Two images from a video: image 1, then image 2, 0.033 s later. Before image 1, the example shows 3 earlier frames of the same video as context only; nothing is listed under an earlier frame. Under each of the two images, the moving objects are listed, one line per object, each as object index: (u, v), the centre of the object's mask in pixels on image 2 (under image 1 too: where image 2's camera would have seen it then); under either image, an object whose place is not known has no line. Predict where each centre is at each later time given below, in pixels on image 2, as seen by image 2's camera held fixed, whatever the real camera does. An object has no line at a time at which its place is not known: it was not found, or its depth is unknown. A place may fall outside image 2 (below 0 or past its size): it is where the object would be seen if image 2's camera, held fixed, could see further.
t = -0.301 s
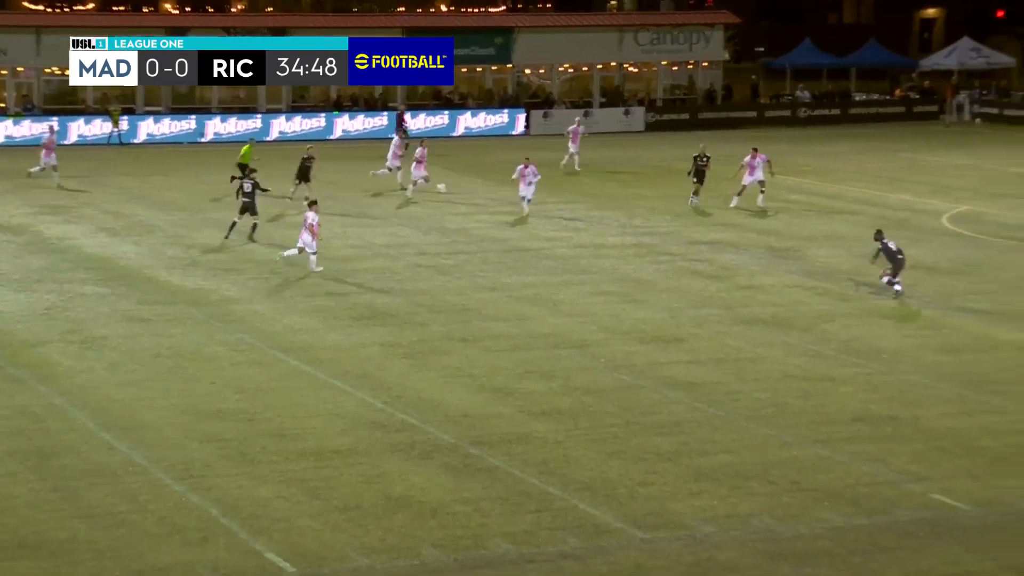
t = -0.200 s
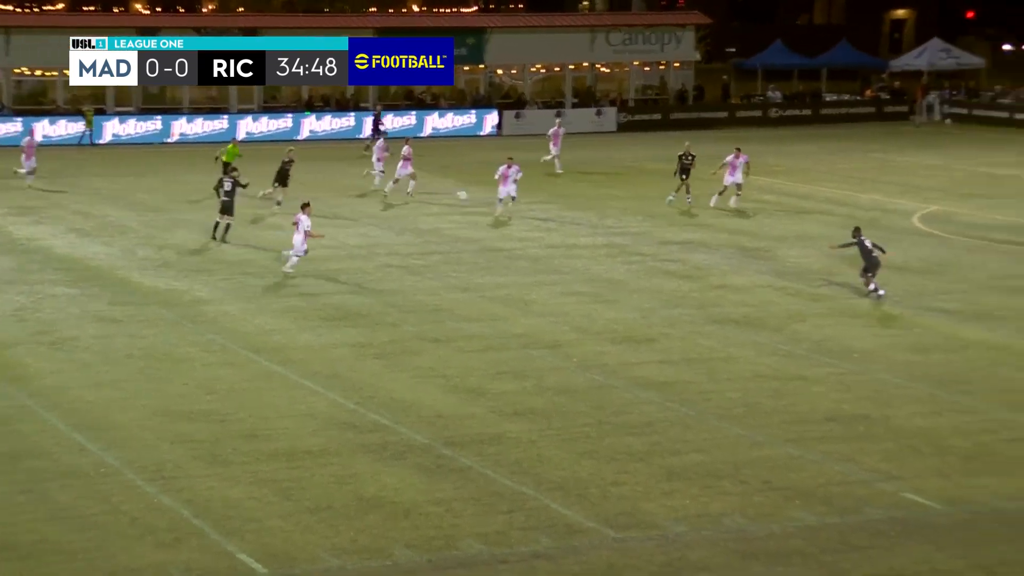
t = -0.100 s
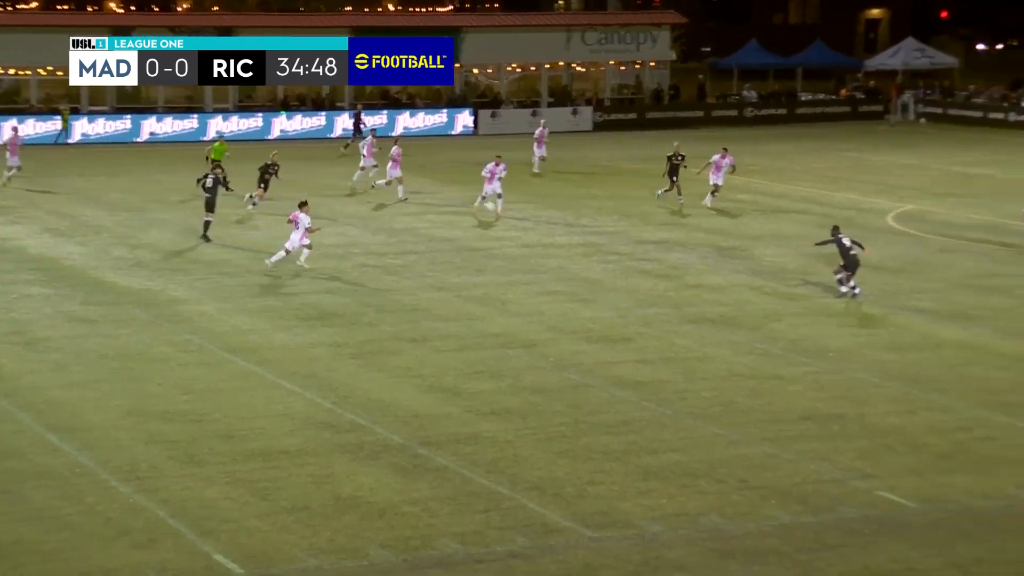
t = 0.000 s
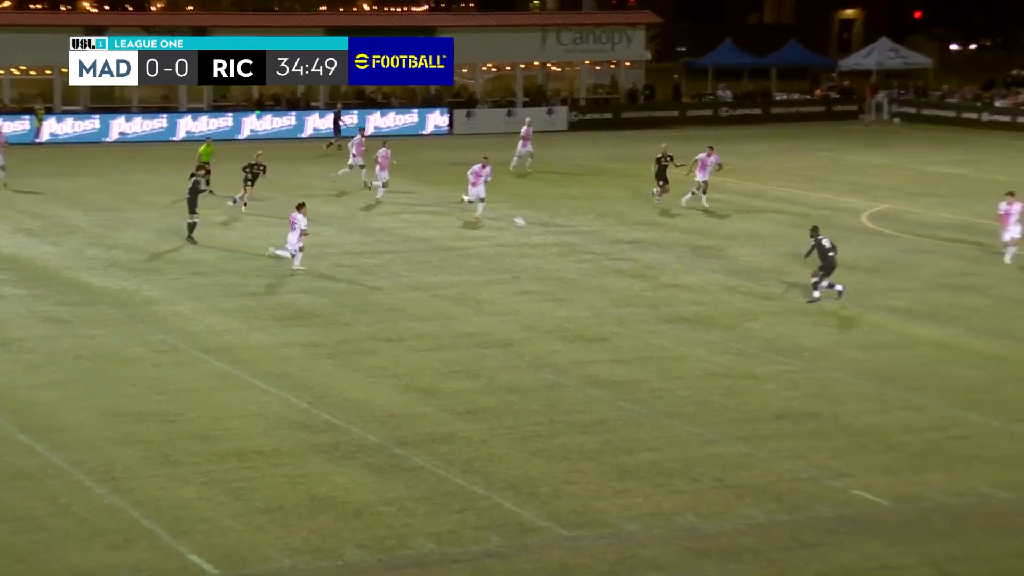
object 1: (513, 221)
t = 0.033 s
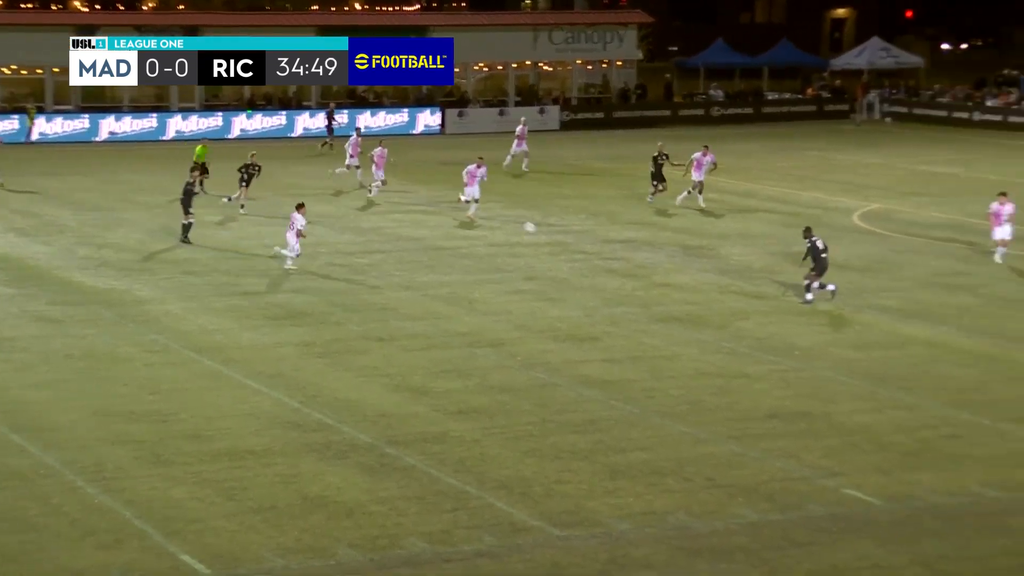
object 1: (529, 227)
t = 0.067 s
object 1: (547, 235)
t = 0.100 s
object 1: (565, 241)
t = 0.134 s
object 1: (584, 250)
